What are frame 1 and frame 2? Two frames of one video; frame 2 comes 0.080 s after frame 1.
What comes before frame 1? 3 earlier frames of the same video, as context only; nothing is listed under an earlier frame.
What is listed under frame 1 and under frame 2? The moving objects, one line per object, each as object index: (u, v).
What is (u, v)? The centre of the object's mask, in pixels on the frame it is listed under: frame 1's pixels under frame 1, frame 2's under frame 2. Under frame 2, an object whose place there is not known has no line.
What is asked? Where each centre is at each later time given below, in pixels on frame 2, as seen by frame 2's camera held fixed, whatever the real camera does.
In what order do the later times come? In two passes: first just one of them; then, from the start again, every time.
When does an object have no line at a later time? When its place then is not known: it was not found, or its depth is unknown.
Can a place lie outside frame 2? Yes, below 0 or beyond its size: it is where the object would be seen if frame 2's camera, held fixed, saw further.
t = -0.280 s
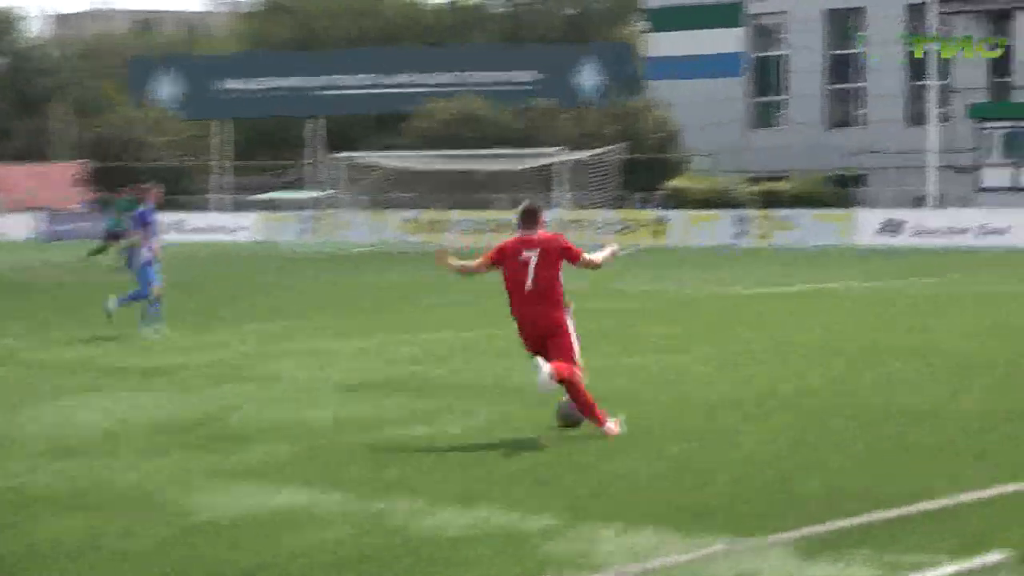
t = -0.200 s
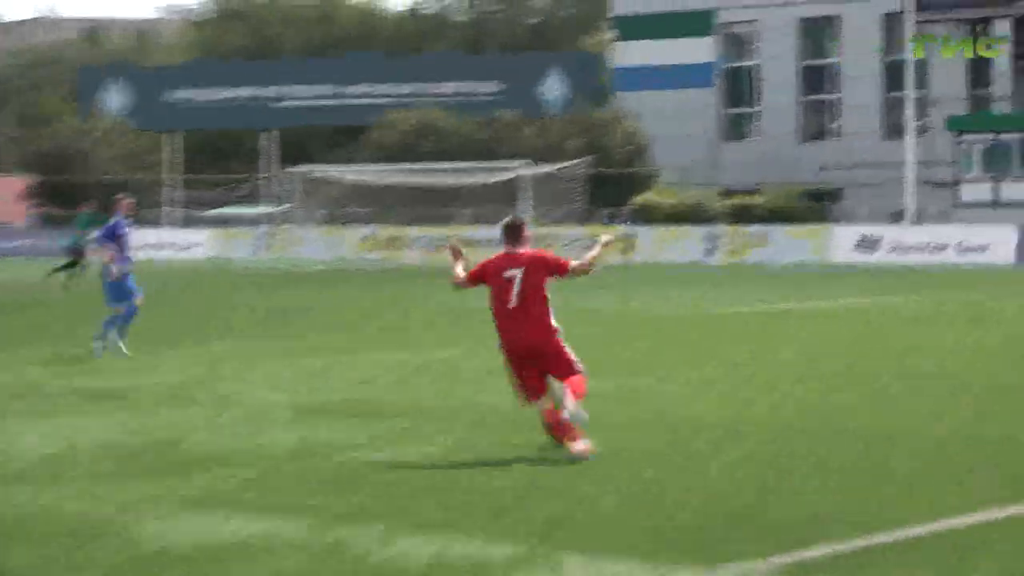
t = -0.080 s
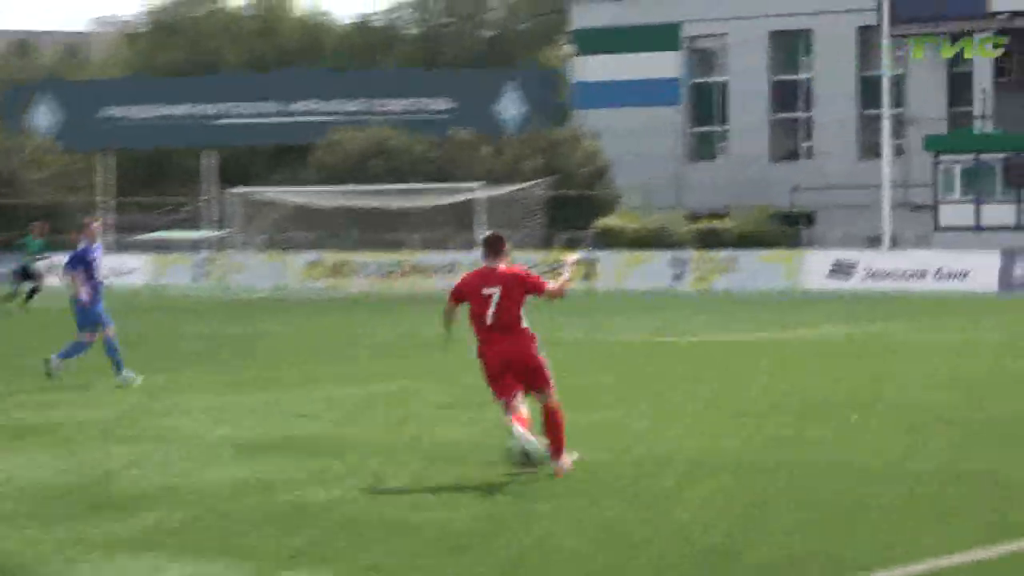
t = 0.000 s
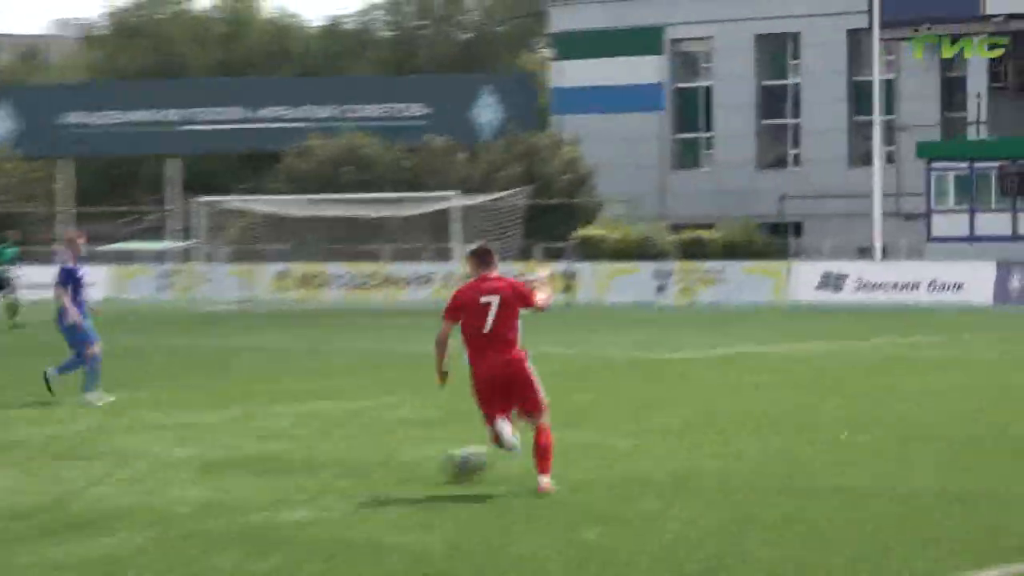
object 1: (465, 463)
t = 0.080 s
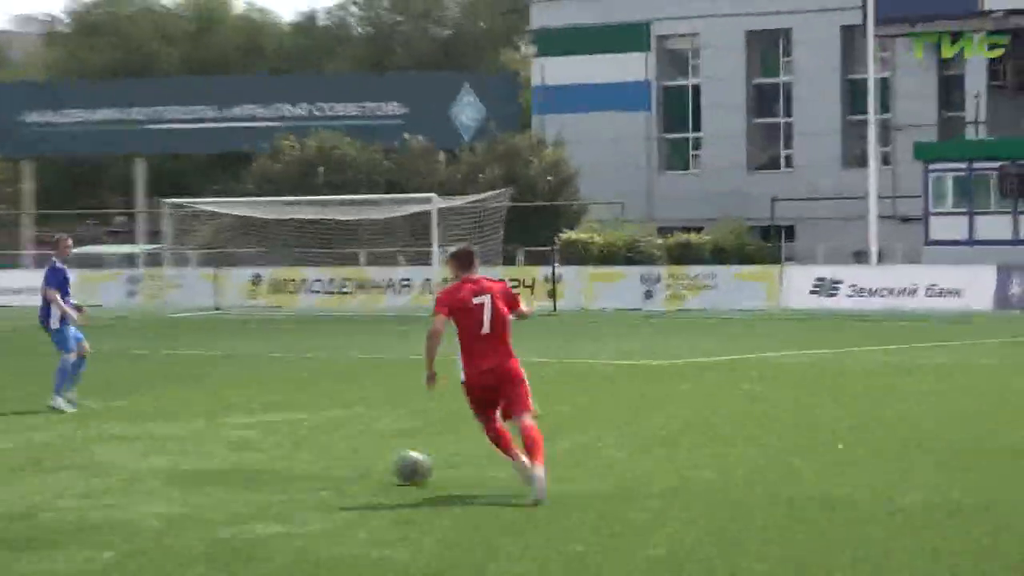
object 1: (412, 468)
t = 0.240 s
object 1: (357, 458)
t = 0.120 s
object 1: (397, 461)
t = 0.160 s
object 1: (383, 458)
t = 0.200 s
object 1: (370, 458)
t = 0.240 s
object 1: (357, 458)
